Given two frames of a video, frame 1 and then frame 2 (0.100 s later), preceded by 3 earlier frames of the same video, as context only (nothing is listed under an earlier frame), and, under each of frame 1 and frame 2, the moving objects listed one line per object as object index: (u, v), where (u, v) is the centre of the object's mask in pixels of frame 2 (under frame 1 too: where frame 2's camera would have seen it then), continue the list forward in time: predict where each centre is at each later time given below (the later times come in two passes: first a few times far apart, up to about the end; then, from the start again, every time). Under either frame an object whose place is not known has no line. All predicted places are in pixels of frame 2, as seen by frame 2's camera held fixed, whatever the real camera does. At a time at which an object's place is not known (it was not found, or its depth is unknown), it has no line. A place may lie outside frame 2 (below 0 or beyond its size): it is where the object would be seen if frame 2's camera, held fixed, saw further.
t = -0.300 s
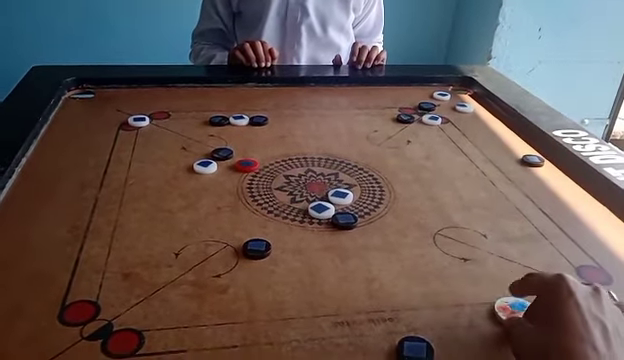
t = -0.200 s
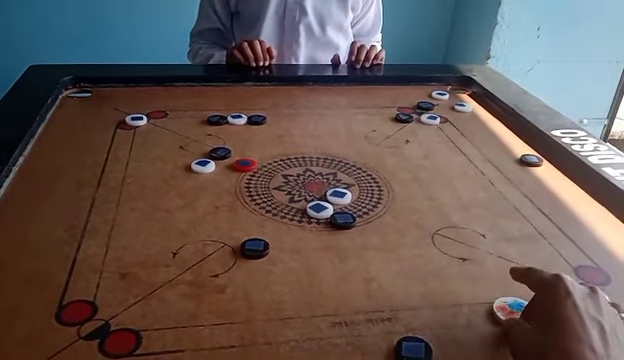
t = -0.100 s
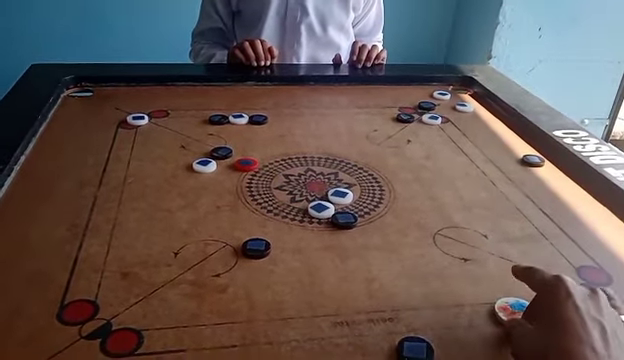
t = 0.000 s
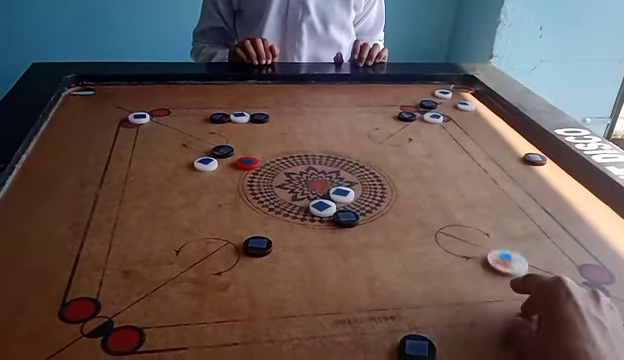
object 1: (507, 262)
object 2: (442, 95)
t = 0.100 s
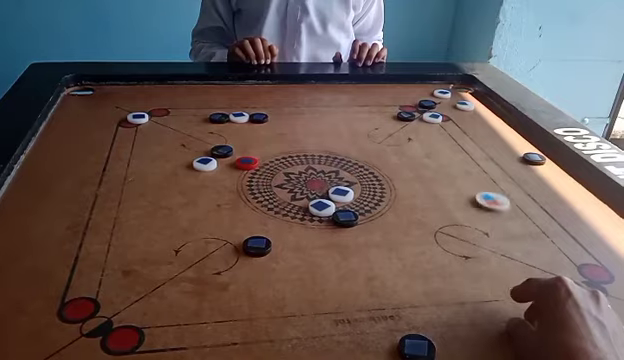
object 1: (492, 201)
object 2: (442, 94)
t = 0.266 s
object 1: (477, 135)
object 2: (442, 93)
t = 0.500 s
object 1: (483, 105)
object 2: (410, 86)
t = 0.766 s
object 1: (456, 99)
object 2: (379, 92)
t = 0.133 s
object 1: (489, 184)
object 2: (442, 94)
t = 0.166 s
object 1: (486, 170)
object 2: (441, 93)
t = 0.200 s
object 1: (482, 158)
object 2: (441, 93)
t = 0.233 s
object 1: (479, 146)
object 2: (442, 93)
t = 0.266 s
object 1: (477, 135)
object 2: (442, 93)
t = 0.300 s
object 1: (475, 126)
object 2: (441, 94)
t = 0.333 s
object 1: (472, 117)
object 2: (441, 94)
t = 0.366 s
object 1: (473, 113)
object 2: (442, 94)
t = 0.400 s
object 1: (475, 111)
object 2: (437, 92)
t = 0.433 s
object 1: (480, 109)
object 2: (427, 89)
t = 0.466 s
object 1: (482, 107)
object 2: (418, 87)
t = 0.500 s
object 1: (483, 105)
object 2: (410, 86)
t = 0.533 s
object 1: (481, 104)
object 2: (405, 86)
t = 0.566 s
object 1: (477, 104)
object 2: (401, 87)
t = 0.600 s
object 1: (473, 103)
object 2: (396, 88)
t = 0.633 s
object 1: (469, 102)
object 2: (392, 89)
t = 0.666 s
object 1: (464, 101)
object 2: (388, 90)
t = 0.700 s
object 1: (461, 100)
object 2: (385, 91)
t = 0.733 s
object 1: (458, 100)
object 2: (382, 91)
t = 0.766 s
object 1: (456, 99)
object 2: (379, 92)
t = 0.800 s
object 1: (453, 98)
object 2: (376, 93)
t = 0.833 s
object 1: (451, 97)
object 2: (374, 94)
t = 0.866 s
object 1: (450, 97)
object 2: (372, 95)
